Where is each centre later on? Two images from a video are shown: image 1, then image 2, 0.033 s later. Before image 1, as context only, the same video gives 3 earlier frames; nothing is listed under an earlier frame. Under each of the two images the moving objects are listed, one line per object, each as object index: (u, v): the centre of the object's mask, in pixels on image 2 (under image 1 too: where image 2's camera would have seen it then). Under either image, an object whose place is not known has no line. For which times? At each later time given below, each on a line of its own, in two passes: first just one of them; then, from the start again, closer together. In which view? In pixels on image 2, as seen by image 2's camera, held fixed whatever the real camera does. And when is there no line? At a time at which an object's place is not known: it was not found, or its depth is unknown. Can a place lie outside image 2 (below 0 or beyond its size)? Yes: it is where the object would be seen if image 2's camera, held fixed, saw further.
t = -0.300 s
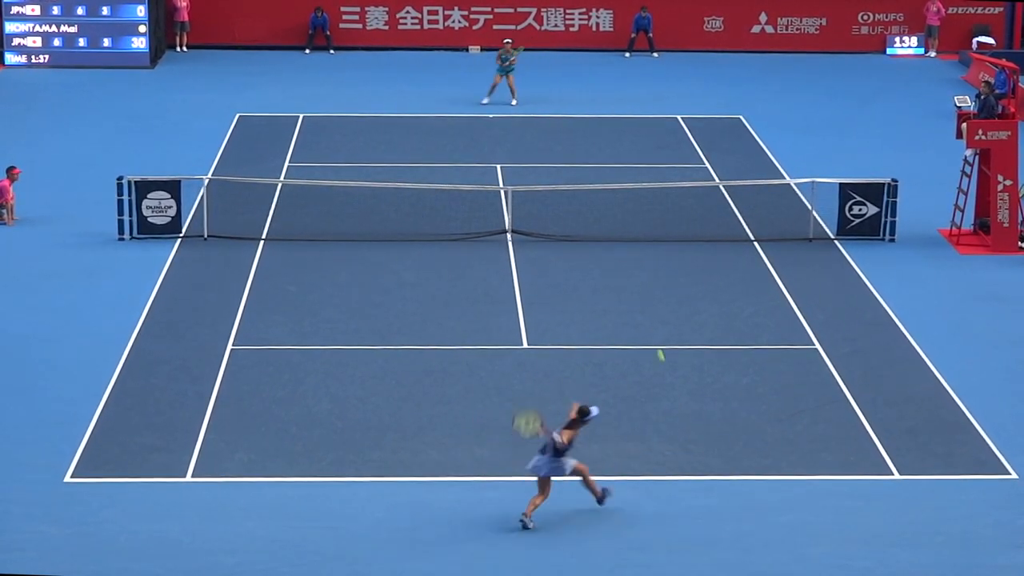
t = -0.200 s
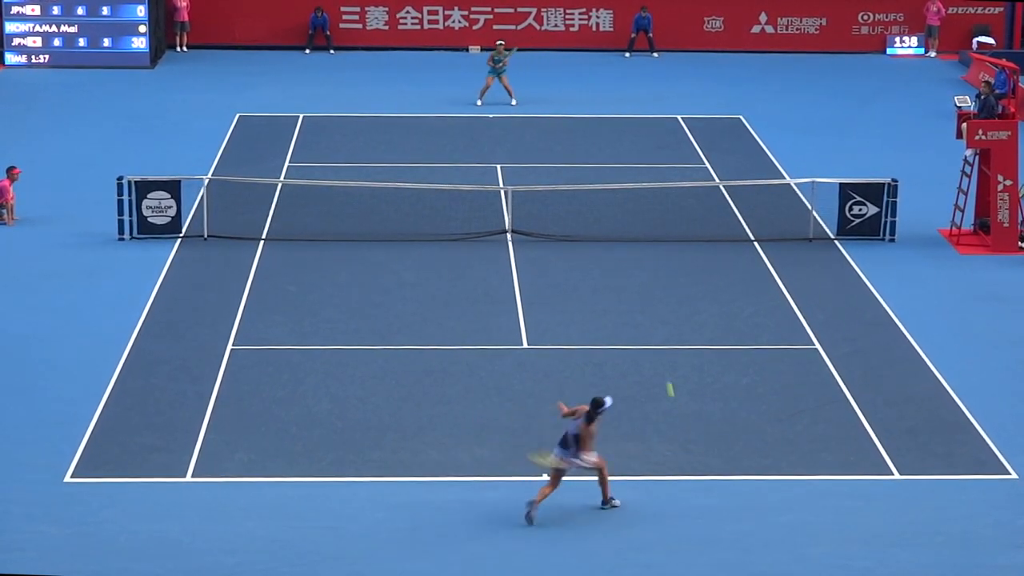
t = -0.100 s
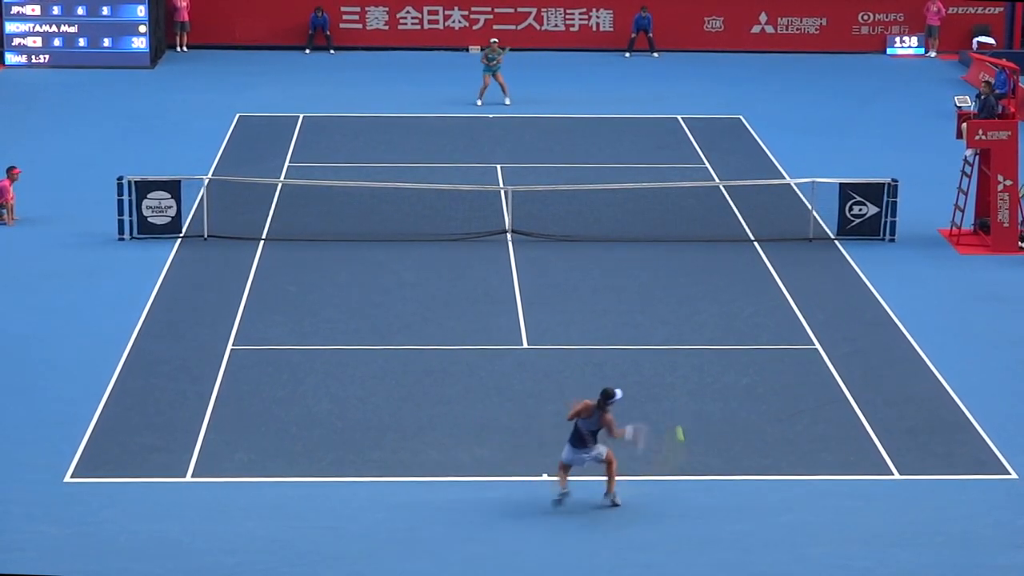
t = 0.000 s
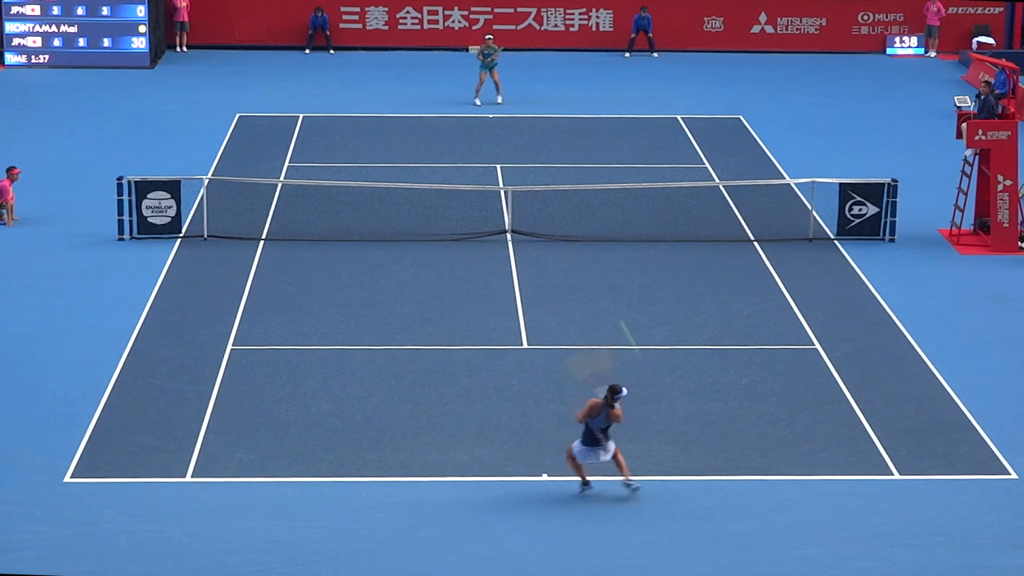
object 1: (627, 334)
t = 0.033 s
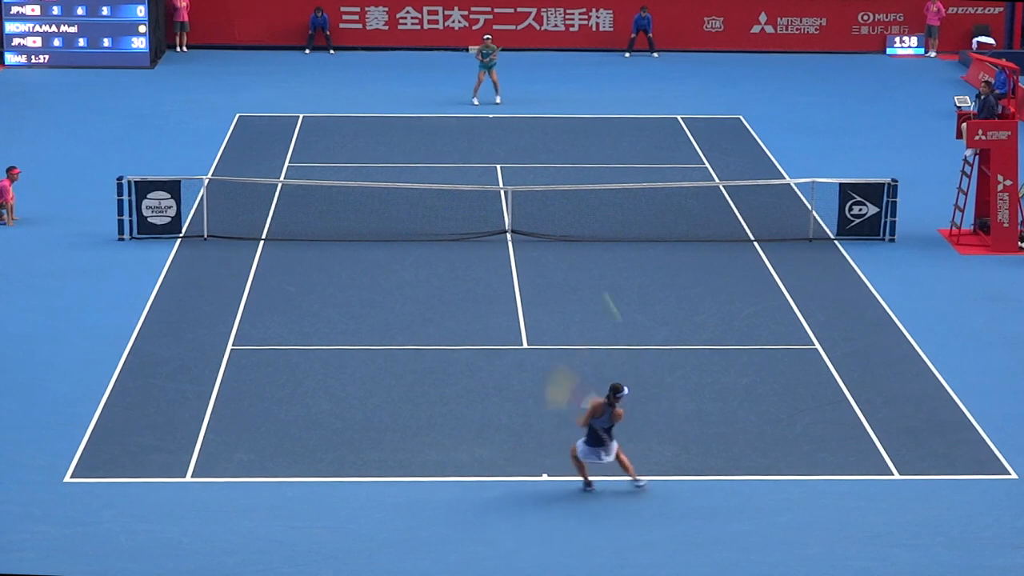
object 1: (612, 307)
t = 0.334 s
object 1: (501, 162)
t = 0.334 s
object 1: (501, 162)
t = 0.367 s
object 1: (493, 156)
